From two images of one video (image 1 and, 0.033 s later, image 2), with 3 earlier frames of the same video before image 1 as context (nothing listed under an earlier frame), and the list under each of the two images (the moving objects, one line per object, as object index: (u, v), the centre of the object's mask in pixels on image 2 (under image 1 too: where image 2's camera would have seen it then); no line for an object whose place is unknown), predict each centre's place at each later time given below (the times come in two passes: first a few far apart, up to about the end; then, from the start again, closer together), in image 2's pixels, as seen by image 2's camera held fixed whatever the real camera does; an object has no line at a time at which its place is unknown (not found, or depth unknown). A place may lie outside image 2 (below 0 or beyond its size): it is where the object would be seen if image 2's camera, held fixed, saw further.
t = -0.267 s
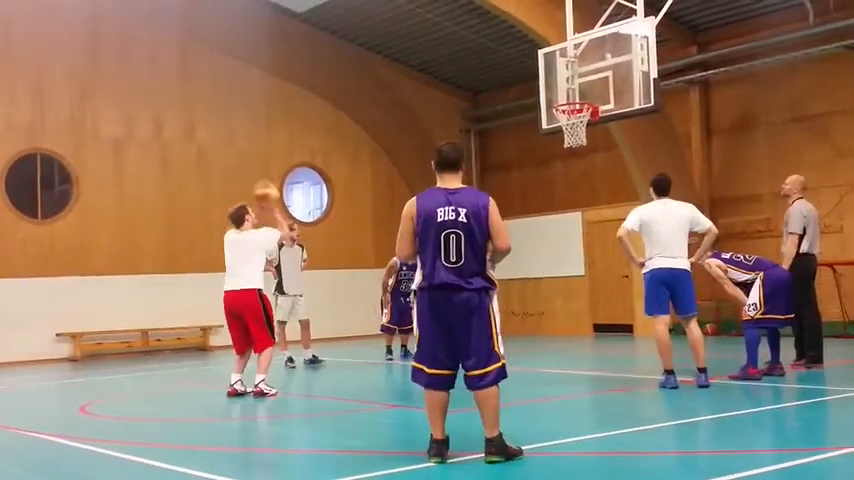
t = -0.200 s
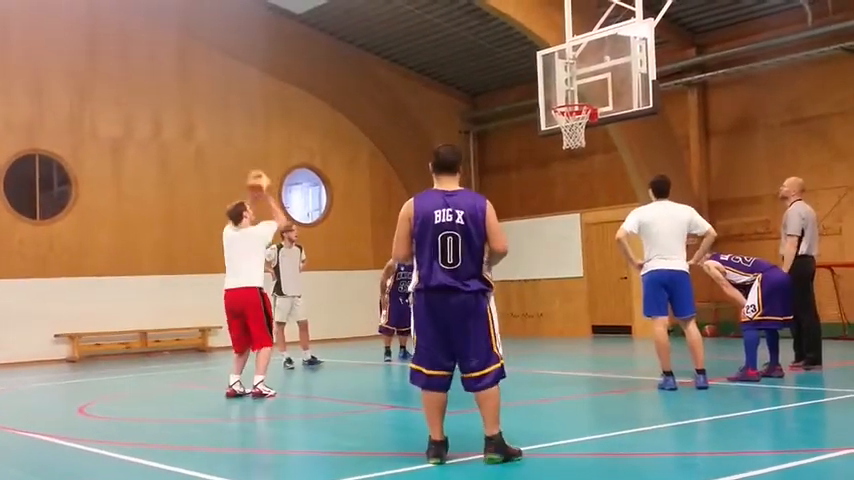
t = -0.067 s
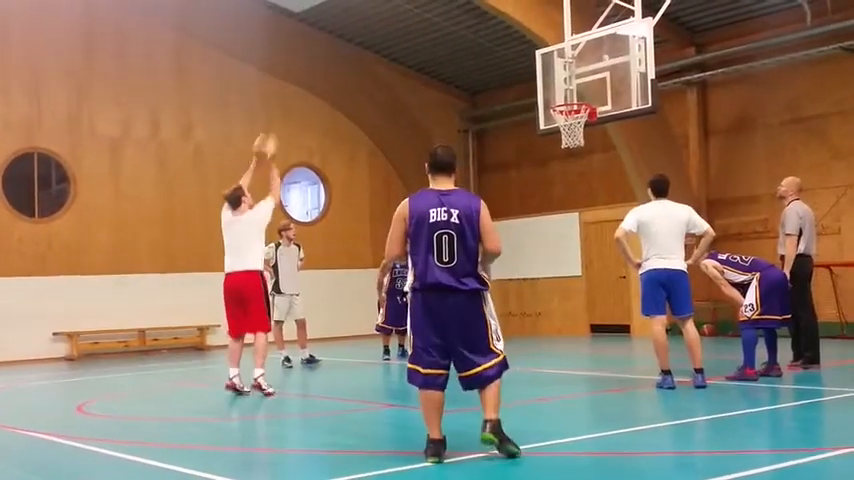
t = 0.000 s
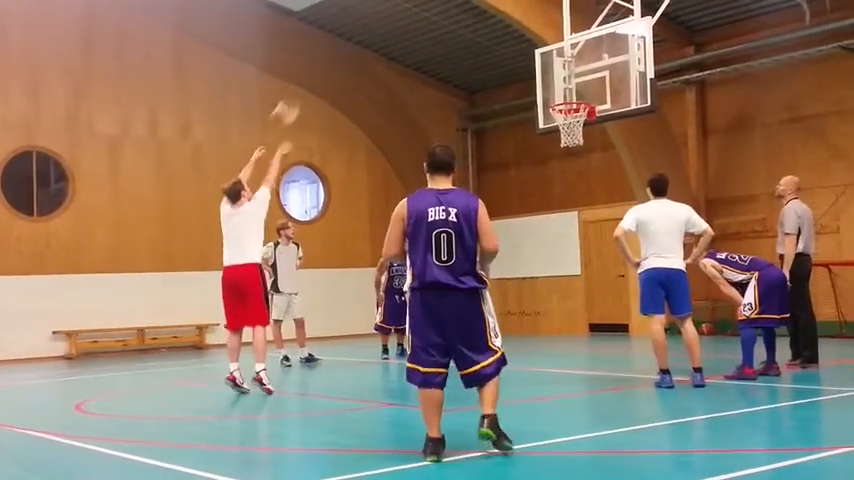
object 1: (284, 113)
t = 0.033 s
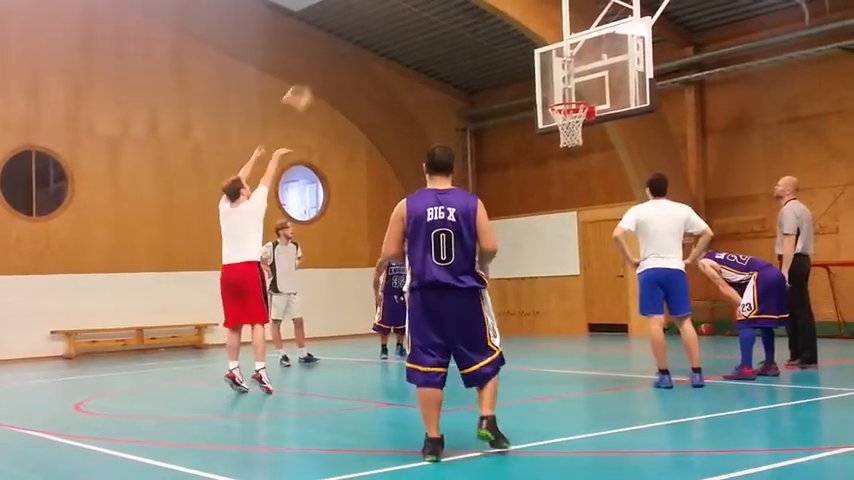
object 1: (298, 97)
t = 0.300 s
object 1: (386, 21)
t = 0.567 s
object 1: (467, 10)
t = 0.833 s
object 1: (539, 58)
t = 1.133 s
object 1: (534, 79)
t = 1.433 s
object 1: (455, 92)
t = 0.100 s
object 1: (320, 72)
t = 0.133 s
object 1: (333, 59)
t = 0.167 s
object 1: (343, 50)
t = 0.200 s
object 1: (354, 41)
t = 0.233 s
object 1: (365, 33)
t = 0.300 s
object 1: (386, 21)
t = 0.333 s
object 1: (396, 16)
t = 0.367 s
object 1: (407, 12)
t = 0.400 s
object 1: (417, 9)
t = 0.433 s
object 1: (428, 9)
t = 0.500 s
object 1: (448, 8)
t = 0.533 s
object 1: (458, 9)
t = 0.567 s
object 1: (467, 10)
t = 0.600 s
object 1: (476, 14)
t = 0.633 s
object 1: (486, 17)
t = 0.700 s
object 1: (505, 27)
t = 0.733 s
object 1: (515, 34)
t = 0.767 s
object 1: (522, 40)
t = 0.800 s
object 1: (531, 47)
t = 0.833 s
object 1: (539, 58)
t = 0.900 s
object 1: (559, 79)
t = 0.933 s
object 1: (568, 90)
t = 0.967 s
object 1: (577, 97)
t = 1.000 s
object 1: (570, 94)
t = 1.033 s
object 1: (561, 92)
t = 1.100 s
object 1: (544, 82)
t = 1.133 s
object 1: (534, 79)
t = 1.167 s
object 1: (525, 77)
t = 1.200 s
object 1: (519, 75)
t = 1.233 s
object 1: (511, 75)
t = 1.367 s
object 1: (474, 82)
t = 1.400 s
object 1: (465, 87)
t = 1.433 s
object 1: (455, 92)
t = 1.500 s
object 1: (435, 106)
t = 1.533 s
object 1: (425, 116)
